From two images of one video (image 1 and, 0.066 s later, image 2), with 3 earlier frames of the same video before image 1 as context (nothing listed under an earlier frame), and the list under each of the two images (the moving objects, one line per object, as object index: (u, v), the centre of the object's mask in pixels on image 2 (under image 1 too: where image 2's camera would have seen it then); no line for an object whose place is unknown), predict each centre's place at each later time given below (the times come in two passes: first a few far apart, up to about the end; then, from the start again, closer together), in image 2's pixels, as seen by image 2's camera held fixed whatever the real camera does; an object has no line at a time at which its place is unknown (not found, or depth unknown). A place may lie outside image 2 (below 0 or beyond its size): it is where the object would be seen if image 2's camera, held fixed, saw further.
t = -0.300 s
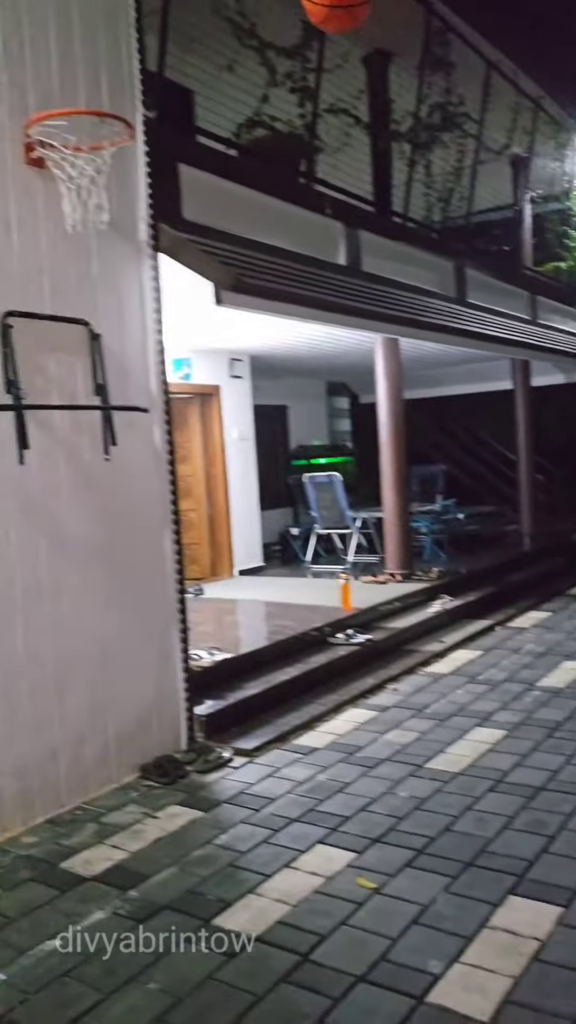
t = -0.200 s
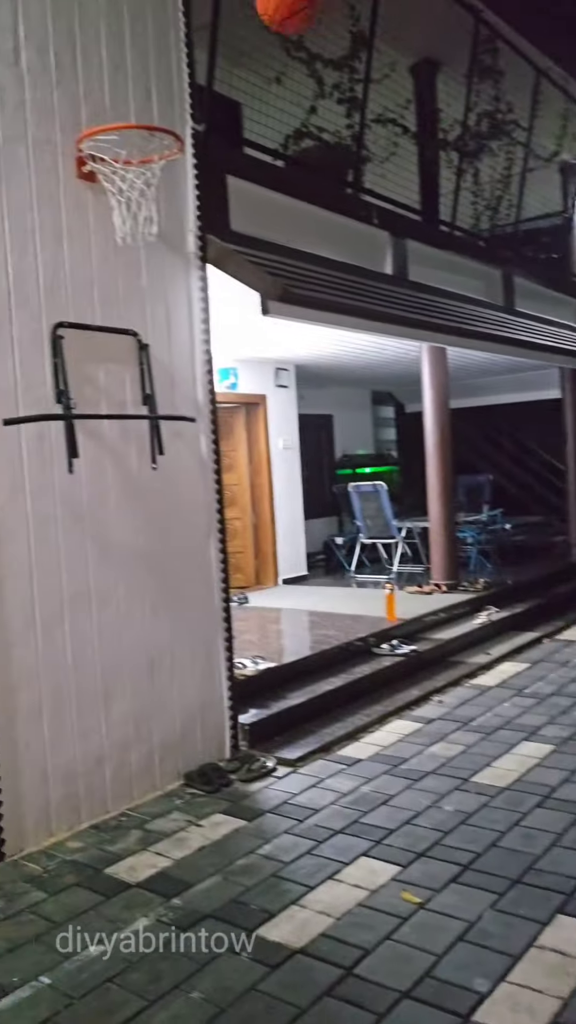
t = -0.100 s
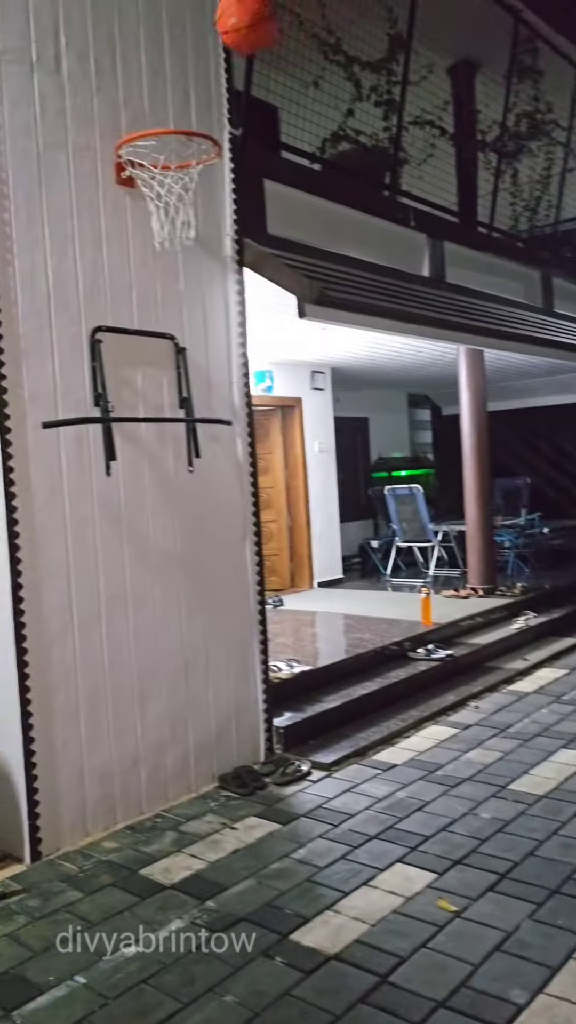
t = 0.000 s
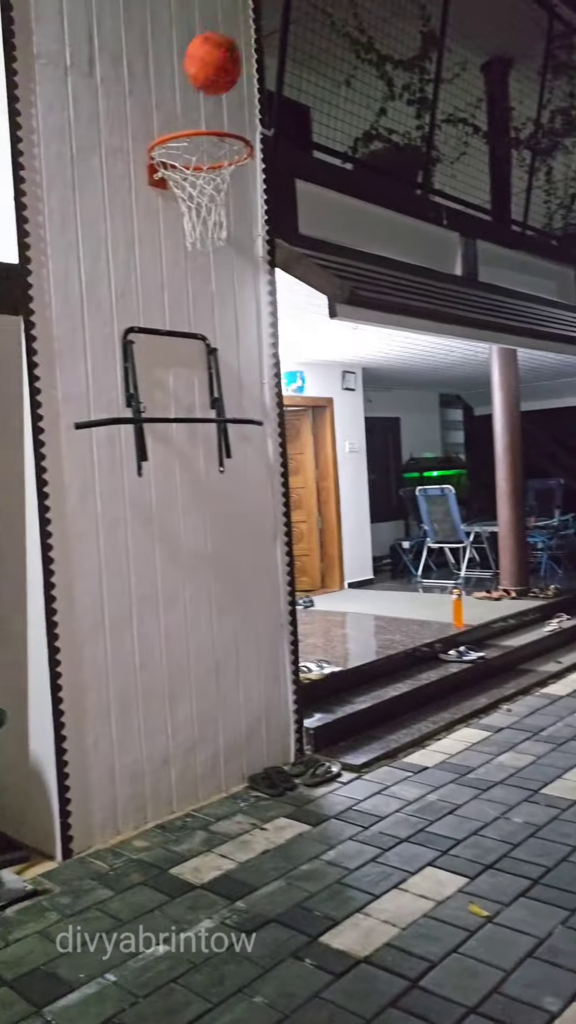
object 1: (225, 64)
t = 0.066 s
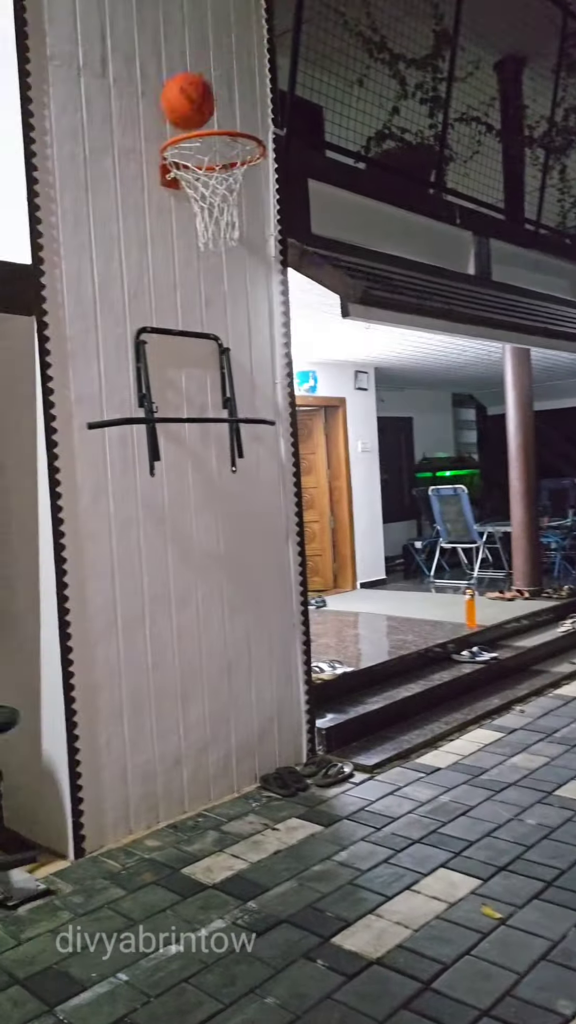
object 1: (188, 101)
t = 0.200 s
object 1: (227, 138)
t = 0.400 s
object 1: (202, 230)
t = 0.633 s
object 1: (220, 375)
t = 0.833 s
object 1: (248, 590)
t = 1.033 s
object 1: (275, 759)
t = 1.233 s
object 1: (286, 549)
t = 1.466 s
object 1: (308, 395)
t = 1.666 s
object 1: (340, 361)
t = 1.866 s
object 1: (389, 457)
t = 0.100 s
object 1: (172, 117)
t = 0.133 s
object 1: (191, 117)
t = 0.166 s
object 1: (210, 118)
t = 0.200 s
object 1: (227, 138)
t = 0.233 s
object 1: (222, 154)
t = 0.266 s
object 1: (216, 170)
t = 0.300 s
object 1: (211, 188)
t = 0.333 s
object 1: (206, 203)
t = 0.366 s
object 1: (204, 217)
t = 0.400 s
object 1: (202, 230)
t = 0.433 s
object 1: (199, 247)
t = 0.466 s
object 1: (200, 263)
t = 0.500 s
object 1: (204, 280)
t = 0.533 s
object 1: (207, 301)
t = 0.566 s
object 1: (211, 323)
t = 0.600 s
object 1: (215, 348)
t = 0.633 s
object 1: (220, 375)
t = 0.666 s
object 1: (224, 404)
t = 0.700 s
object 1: (228, 436)
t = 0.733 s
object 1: (233, 471)
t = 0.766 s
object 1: (238, 508)
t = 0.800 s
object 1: (243, 546)
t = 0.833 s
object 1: (248, 590)
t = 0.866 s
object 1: (253, 635)
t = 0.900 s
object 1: (258, 681)
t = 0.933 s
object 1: (263, 732)
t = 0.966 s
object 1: (270, 786)
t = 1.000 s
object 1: (274, 798)
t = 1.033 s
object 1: (275, 759)
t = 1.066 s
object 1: (275, 719)
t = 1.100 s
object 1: (277, 683)
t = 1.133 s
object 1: (278, 646)
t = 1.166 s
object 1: (280, 612)
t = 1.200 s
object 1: (282, 581)
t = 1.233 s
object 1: (286, 549)
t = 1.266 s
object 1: (288, 521)
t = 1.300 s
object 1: (291, 495)
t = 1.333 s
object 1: (294, 469)
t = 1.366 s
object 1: (296, 447)
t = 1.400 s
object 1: (300, 428)
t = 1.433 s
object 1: (304, 410)
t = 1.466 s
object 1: (308, 395)
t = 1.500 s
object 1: (312, 382)
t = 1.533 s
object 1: (317, 372)
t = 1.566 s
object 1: (322, 364)
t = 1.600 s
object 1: (327, 360)
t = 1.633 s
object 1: (333, 359)
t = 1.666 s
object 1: (340, 361)
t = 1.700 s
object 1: (347, 367)
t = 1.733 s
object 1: (354, 377)
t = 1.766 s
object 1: (362, 391)
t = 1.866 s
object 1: (389, 457)
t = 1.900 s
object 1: (399, 486)
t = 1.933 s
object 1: (408, 522)
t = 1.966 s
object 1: (420, 562)
